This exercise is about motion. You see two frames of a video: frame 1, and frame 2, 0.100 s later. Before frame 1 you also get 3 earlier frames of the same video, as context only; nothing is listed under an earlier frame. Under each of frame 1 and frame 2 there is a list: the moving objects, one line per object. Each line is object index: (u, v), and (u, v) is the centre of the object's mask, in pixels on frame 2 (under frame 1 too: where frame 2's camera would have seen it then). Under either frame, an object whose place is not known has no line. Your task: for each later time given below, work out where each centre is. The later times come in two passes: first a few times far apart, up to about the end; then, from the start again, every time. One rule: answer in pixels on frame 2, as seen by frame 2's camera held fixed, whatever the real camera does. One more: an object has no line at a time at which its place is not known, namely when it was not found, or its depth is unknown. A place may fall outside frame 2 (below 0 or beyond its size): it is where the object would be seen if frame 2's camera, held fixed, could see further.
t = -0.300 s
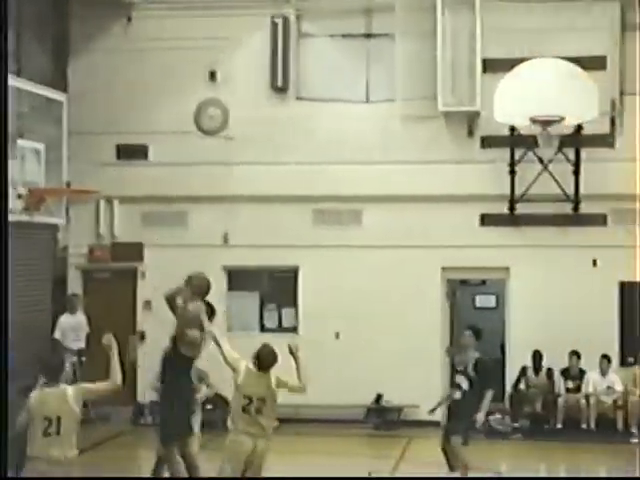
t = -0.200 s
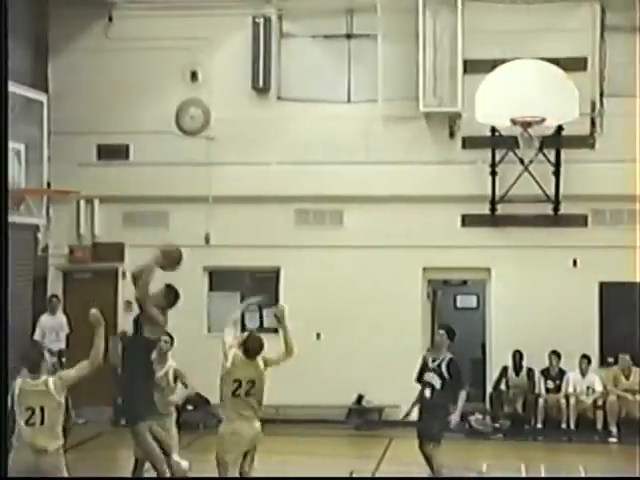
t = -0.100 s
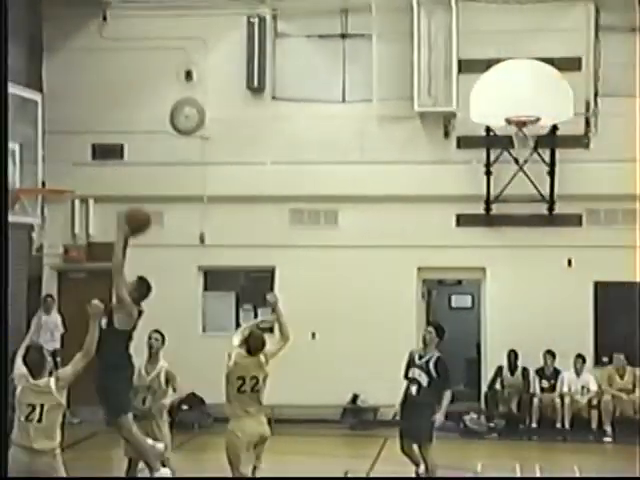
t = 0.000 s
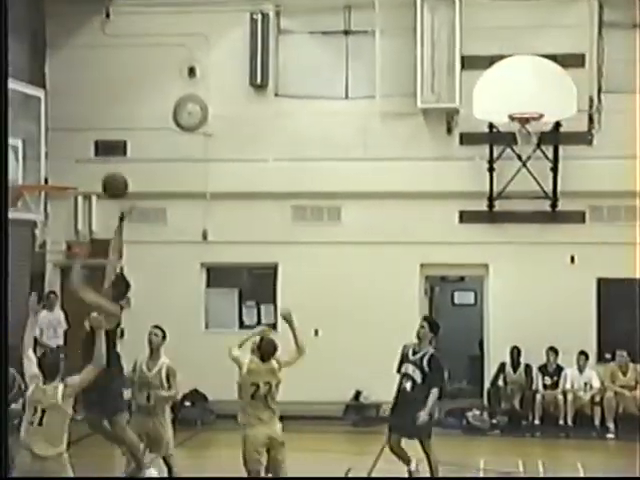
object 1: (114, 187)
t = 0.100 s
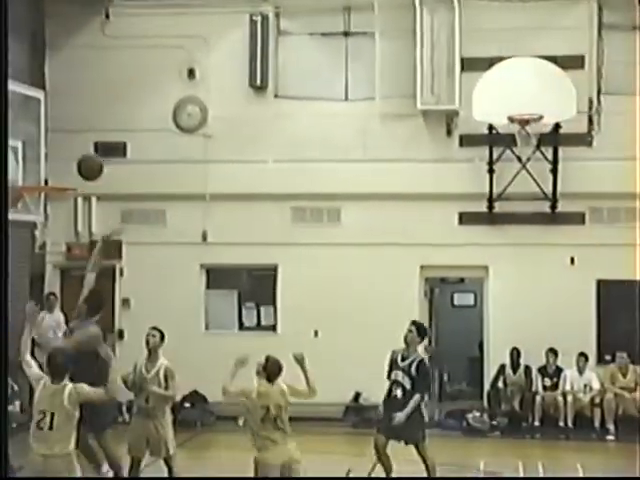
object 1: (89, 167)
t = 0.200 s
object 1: (65, 159)
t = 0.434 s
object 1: (36, 171)
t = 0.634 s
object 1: (66, 173)
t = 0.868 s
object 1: (100, 188)
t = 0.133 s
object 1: (81, 163)
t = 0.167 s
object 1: (73, 160)
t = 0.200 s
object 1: (65, 159)
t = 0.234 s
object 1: (57, 159)
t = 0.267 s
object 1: (49, 161)
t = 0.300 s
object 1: (41, 163)
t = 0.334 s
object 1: (33, 167)
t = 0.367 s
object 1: (26, 171)
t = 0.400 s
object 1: (31, 173)
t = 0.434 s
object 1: (36, 171)
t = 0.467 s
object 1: (41, 169)
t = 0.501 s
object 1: (46, 169)
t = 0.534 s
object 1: (51, 169)
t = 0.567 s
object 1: (56, 171)
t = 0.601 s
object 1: (61, 173)
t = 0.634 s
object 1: (66, 173)
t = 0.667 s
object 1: (71, 172)
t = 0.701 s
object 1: (75, 172)
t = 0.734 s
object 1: (80, 173)
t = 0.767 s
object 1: (85, 175)
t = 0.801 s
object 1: (90, 178)
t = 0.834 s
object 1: (95, 183)
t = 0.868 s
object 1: (100, 188)
